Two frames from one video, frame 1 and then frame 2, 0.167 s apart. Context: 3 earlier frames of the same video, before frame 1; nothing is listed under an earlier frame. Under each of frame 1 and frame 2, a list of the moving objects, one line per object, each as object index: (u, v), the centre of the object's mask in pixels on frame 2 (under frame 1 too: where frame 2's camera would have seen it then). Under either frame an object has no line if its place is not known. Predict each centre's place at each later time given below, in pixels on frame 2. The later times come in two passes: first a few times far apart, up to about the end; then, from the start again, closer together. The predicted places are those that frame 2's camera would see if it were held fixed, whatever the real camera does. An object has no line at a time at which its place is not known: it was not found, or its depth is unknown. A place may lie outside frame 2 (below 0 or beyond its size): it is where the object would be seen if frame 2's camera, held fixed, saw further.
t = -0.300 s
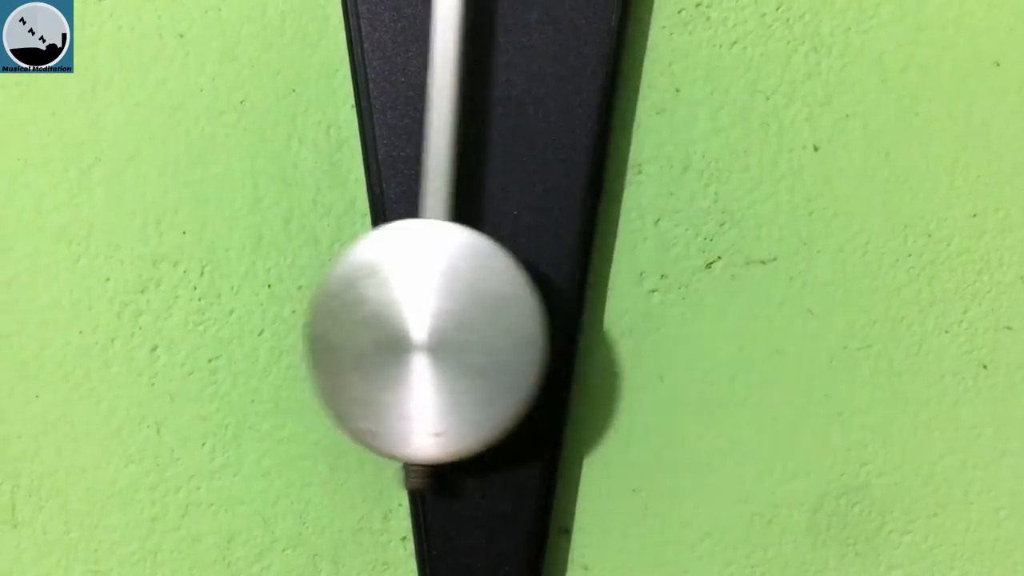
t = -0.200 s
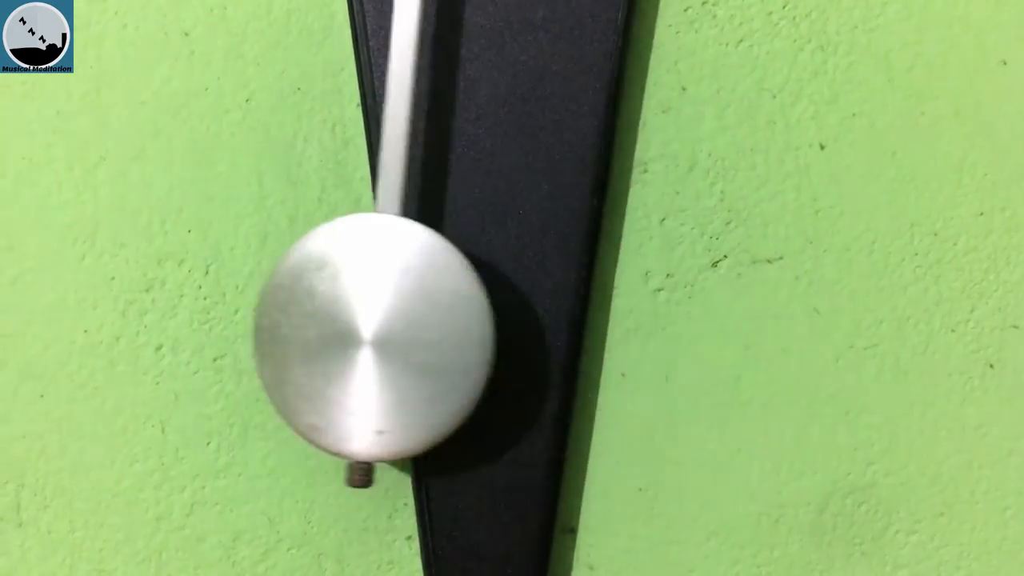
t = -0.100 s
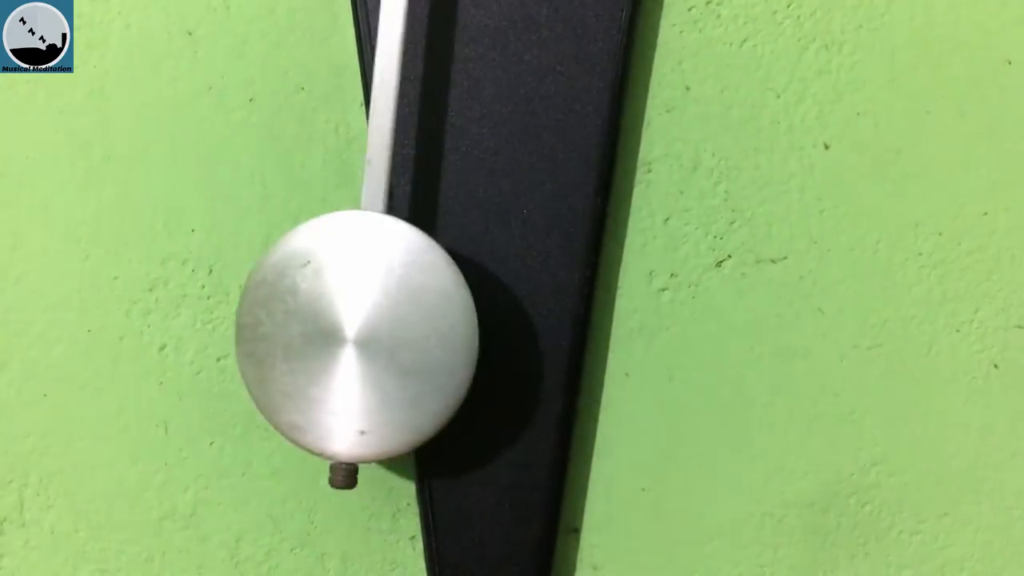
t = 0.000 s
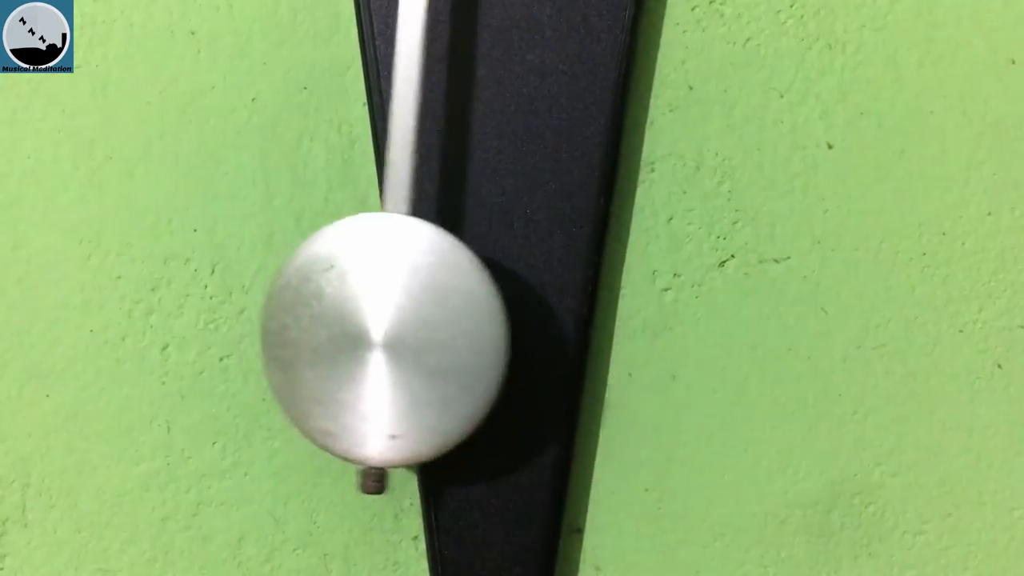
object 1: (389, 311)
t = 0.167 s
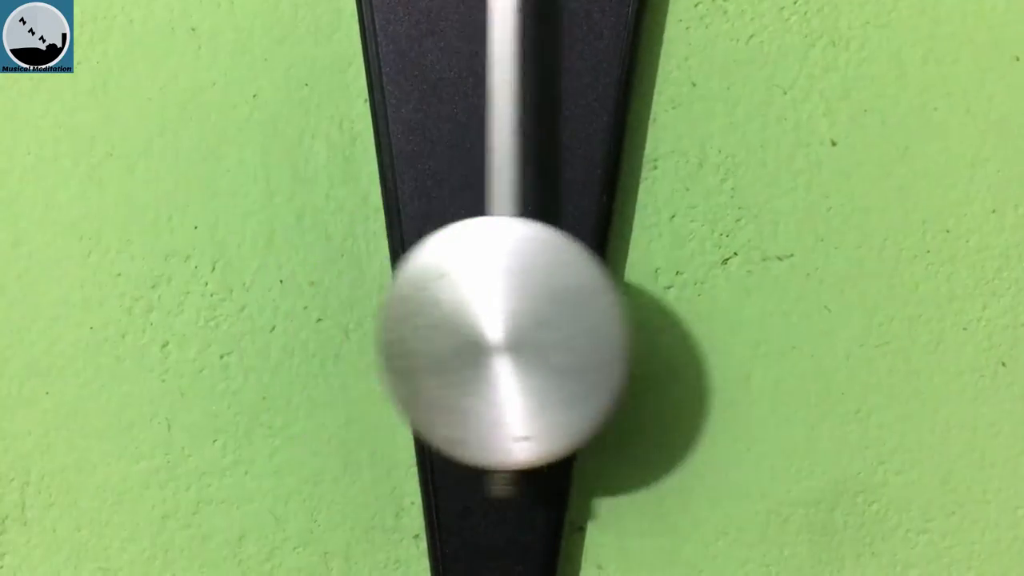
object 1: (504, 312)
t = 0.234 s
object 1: (556, 313)
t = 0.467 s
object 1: (671, 310)
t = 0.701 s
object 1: (575, 311)
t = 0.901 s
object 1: (424, 312)
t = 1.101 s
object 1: (366, 314)
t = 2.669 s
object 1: (621, 312)
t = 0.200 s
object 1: (529, 313)
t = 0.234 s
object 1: (556, 313)
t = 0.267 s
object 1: (582, 312)
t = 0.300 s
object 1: (605, 312)
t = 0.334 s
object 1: (627, 312)
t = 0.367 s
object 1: (644, 311)
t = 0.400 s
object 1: (658, 310)
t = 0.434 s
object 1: (667, 310)
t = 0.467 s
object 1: (671, 310)
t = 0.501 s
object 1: (670, 310)
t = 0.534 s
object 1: (664, 310)
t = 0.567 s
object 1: (654, 310)
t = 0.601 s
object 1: (639, 311)
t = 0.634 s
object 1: (621, 312)
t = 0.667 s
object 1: (599, 312)
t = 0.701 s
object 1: (575, 311)
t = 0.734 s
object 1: (550, 313)
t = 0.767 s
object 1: (523, 311)
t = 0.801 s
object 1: (498, 313)
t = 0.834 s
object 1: (472, 311)
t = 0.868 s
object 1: (447, 311)
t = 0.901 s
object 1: (424, 312)
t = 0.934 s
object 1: (404, 313)
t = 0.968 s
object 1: (387, 313)
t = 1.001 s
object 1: (374, 314)
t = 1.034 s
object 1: (366, 314)
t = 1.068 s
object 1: (364, 314)
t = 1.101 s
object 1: (366, 314)
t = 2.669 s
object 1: (621, 312)
